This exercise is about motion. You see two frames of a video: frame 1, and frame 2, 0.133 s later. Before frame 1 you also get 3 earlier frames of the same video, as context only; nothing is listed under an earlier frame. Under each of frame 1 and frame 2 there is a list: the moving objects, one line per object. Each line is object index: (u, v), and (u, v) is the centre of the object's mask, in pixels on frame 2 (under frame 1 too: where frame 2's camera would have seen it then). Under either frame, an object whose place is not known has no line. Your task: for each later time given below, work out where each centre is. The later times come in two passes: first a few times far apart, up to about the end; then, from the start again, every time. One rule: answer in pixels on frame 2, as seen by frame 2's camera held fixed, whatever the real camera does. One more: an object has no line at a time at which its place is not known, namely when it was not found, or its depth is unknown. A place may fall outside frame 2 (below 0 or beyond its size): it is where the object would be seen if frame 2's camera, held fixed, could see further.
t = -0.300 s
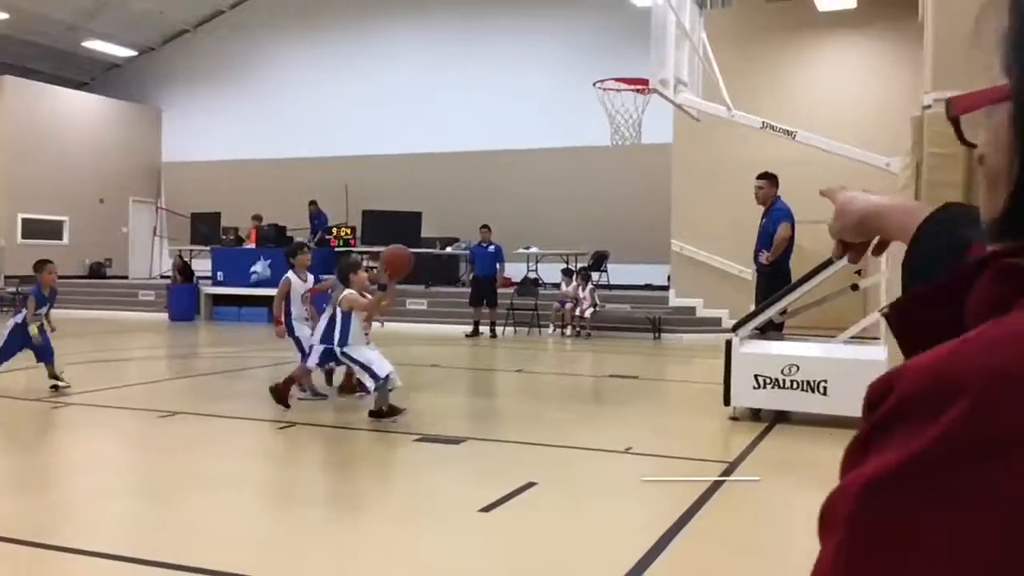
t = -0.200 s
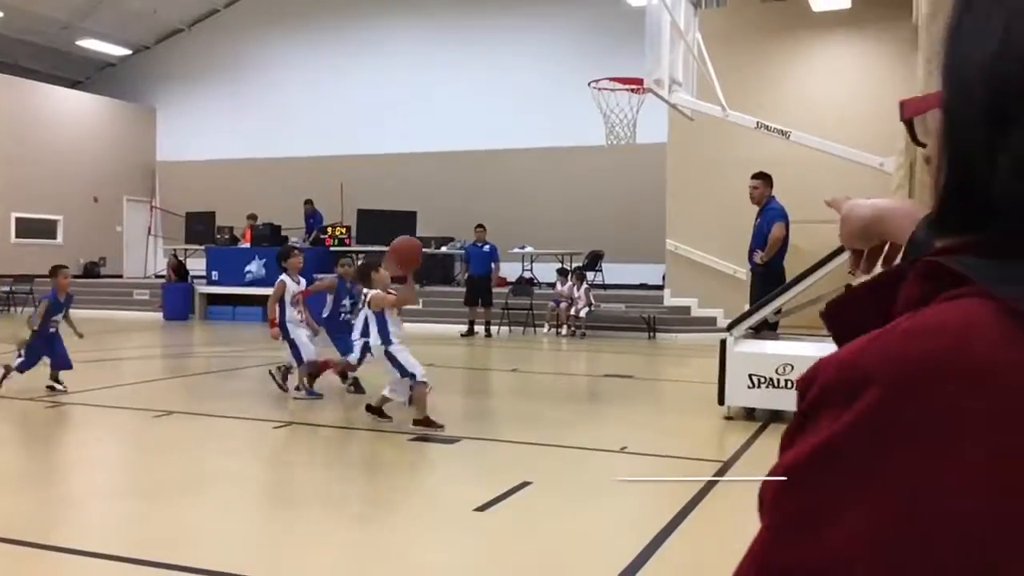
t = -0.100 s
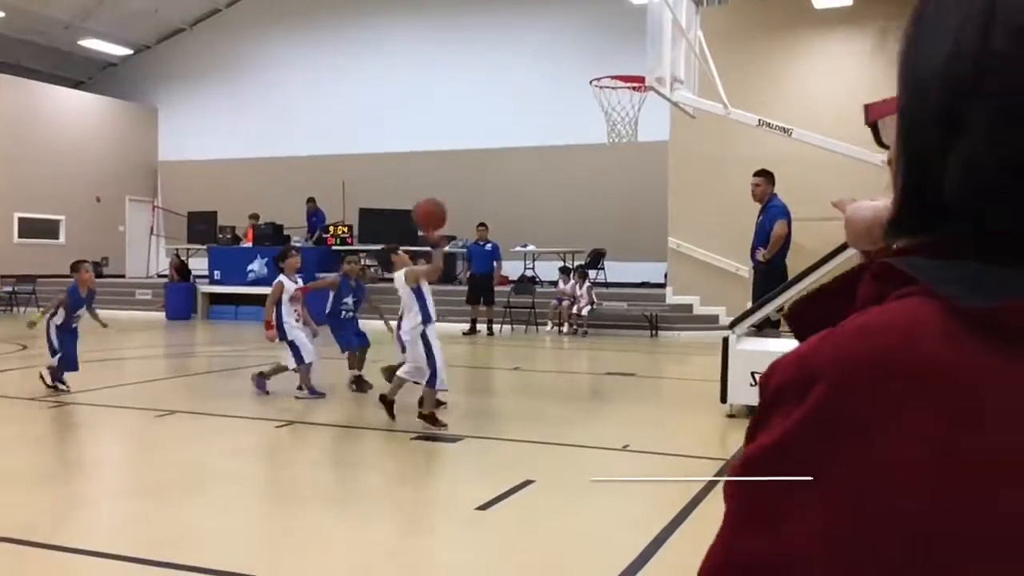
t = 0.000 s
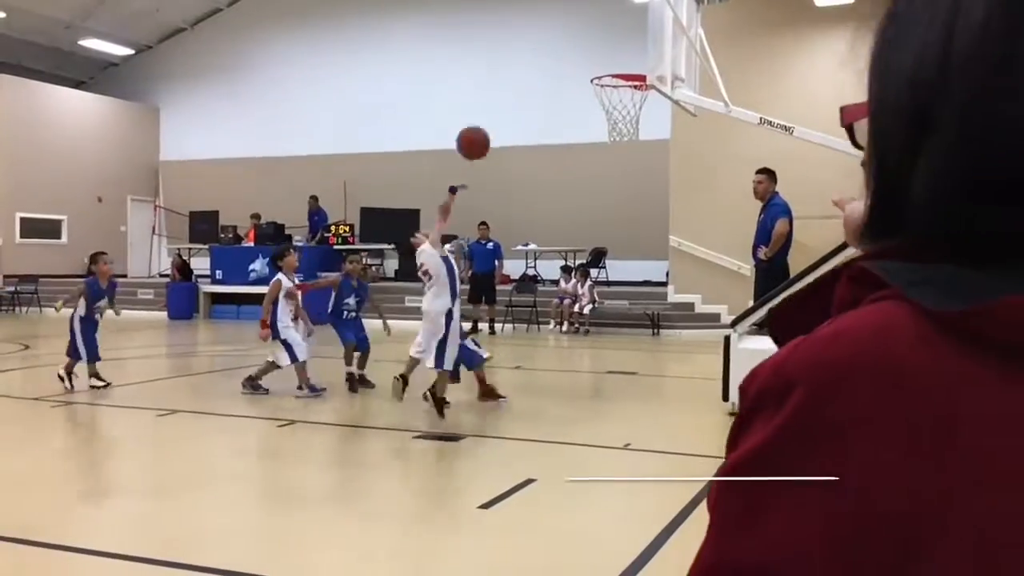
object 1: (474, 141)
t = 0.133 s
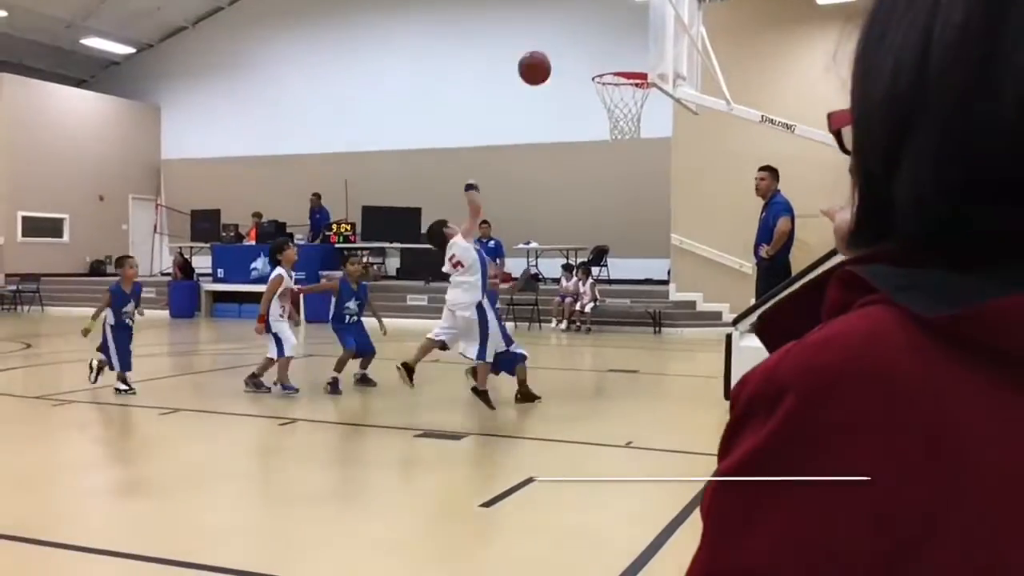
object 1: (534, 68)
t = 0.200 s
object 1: (563, 42)
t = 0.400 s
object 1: (637, 11)
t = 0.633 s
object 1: (603, 52)
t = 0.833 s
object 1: (558, 65)
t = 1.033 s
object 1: (511, 115)
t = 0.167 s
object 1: (549, 54)
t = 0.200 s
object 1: (563, 42)
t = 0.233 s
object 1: (577, 33)
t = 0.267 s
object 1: (591, 24)
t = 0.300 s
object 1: (605, 18)
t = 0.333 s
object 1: (618, 14)
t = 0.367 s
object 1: (631, 12)
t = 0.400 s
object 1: (637, 11)
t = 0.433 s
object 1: (634, 12)
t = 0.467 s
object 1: (629, 14)
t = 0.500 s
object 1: (623, 19)
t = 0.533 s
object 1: (618, 25)
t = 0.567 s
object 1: (613, 33)
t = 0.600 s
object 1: (607, 42)
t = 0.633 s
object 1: (603, 52)
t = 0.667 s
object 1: (598, 61)
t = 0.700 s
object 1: (590, 60)
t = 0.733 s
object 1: (582, 58)
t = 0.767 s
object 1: (574, 59)
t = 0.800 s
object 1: (566, 61)
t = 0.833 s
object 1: (558, 65)
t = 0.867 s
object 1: (550, 69)
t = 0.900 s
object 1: (542, 76)
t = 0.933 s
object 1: (534, 83)
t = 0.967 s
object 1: (526, 93)
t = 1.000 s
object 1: (518, 103)
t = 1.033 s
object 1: (511, 115)
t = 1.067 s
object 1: (503, 129)
